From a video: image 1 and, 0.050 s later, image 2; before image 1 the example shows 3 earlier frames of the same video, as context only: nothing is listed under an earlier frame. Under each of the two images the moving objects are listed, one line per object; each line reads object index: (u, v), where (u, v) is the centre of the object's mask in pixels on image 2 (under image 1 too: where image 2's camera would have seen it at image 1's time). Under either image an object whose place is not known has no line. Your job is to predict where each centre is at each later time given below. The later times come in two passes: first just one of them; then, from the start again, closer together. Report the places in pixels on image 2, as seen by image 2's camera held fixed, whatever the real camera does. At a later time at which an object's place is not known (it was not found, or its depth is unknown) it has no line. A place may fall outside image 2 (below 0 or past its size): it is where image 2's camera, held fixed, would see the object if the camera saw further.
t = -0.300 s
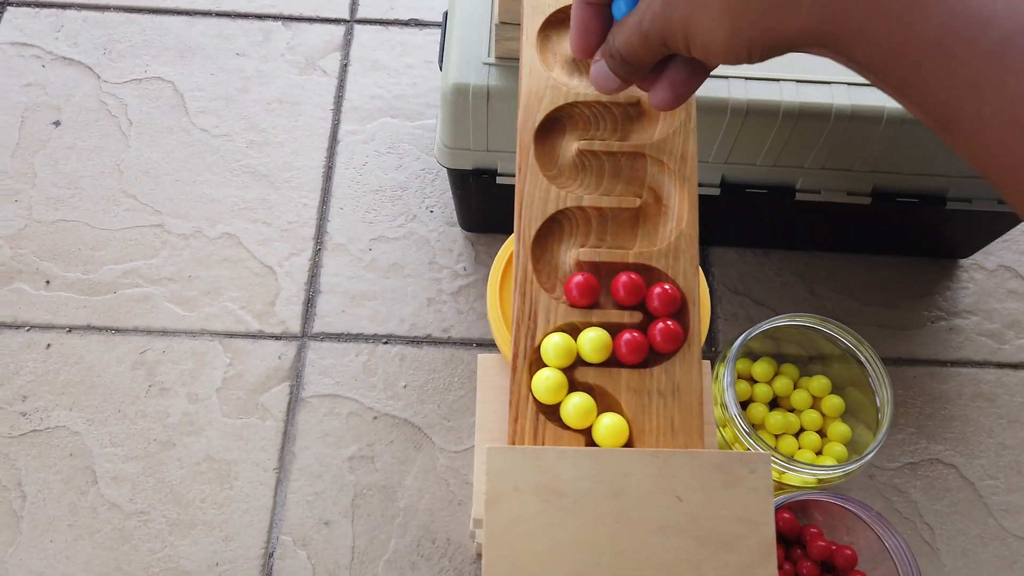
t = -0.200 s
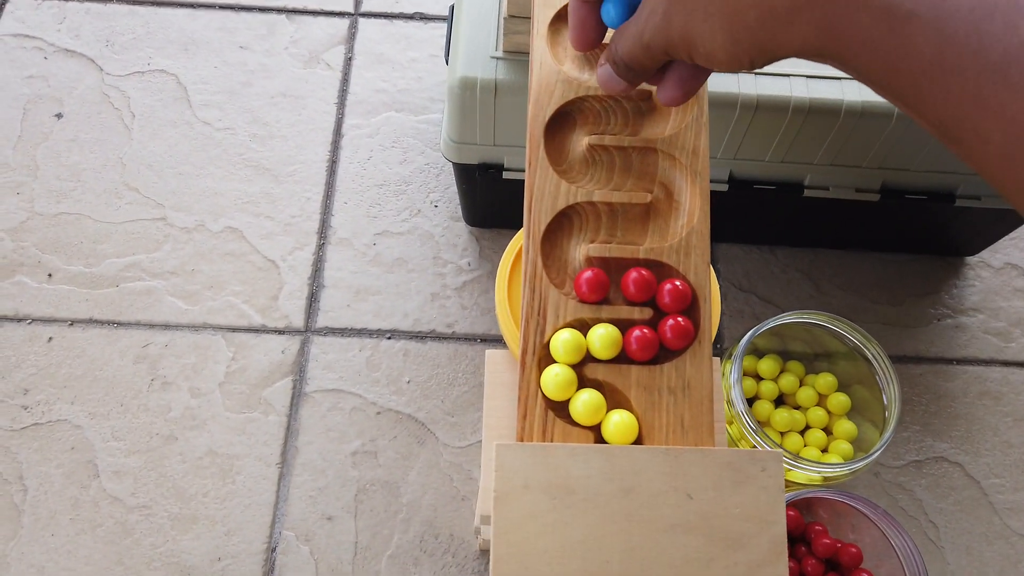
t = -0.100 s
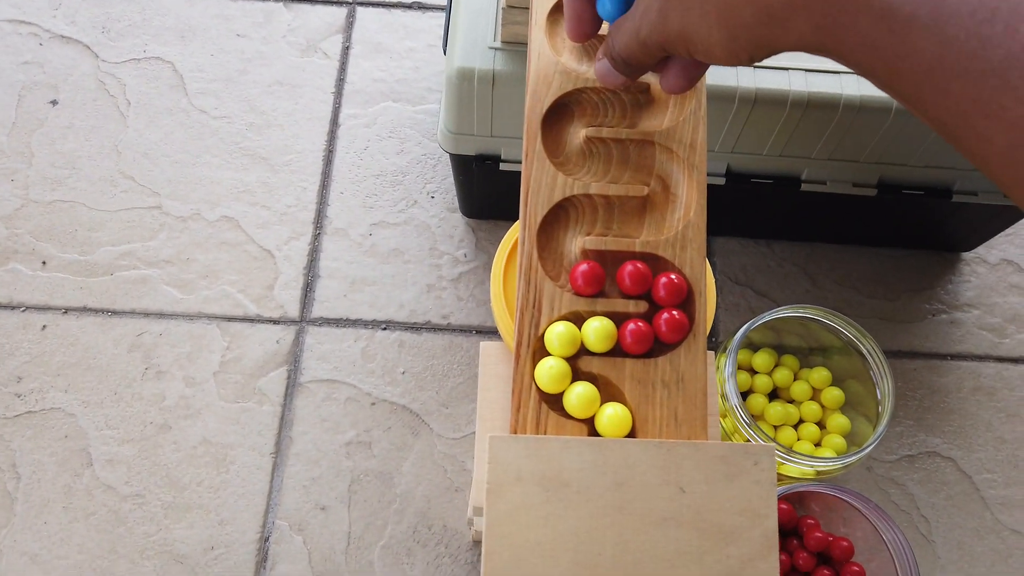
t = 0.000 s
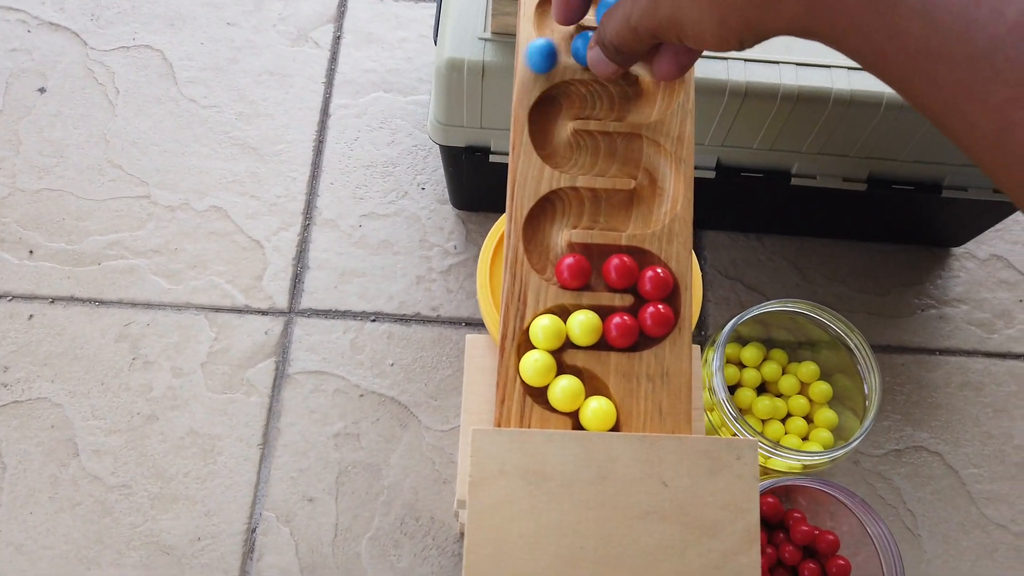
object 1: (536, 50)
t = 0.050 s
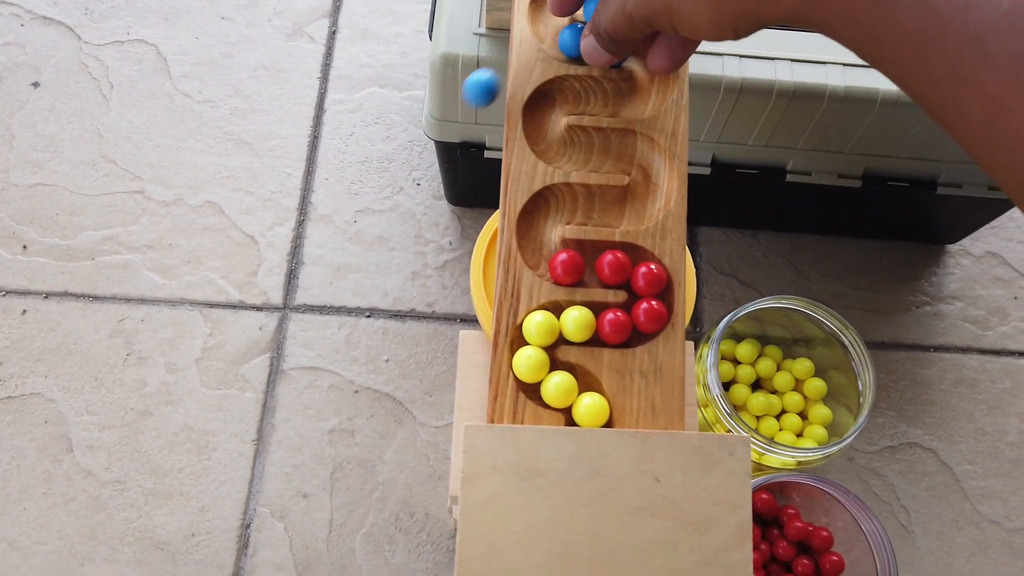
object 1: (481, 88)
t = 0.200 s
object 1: (354, 336)
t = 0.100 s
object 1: (428, 158)
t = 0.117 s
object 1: (411, 188)
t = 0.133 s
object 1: (396, 218)
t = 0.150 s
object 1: (383, 248)
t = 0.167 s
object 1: (372, 278)
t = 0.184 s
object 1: (362, 307)
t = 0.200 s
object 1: (354, 336)
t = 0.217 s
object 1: (347, 362)
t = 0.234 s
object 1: (341, 387)
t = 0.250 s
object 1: (331, 394)
